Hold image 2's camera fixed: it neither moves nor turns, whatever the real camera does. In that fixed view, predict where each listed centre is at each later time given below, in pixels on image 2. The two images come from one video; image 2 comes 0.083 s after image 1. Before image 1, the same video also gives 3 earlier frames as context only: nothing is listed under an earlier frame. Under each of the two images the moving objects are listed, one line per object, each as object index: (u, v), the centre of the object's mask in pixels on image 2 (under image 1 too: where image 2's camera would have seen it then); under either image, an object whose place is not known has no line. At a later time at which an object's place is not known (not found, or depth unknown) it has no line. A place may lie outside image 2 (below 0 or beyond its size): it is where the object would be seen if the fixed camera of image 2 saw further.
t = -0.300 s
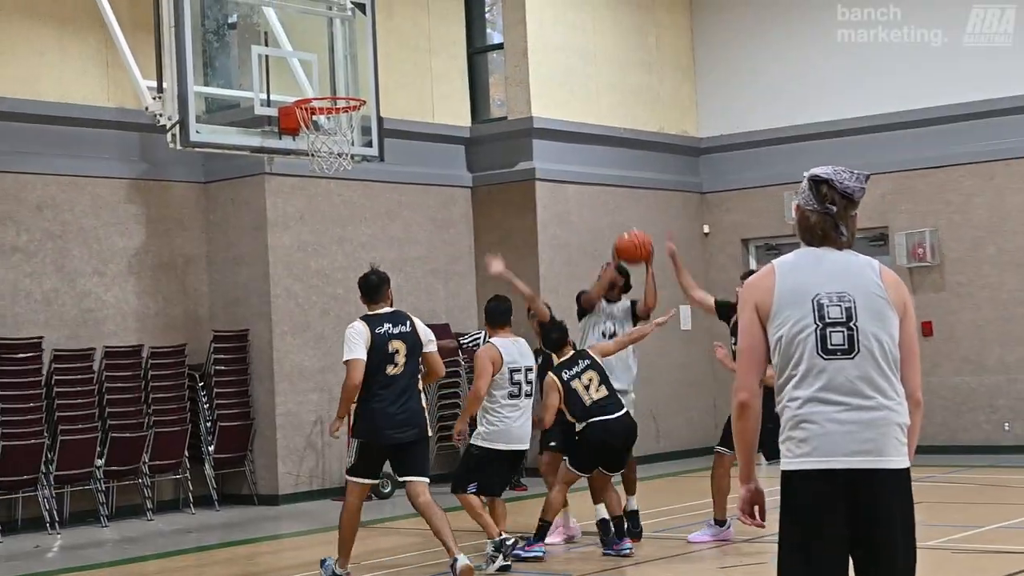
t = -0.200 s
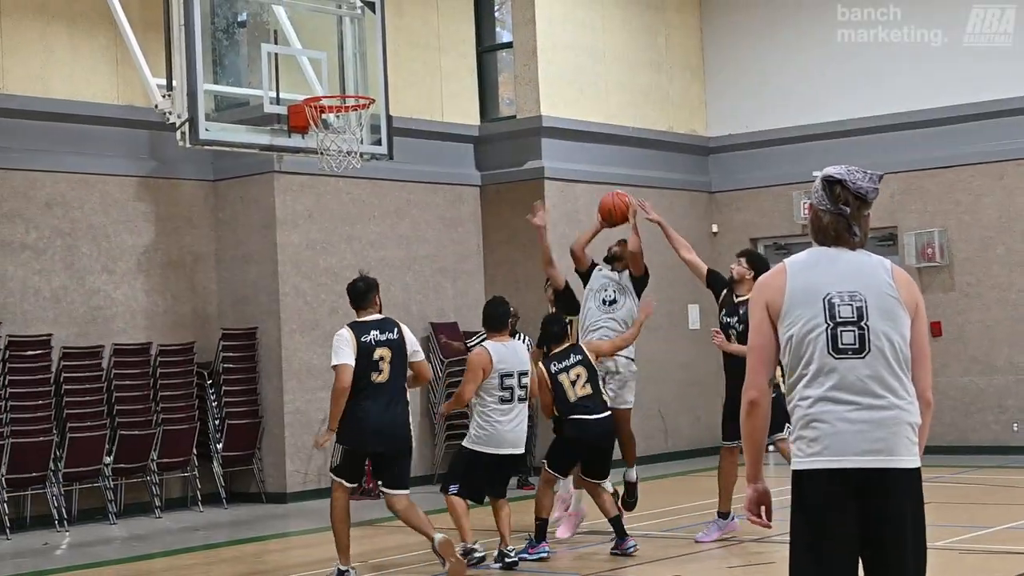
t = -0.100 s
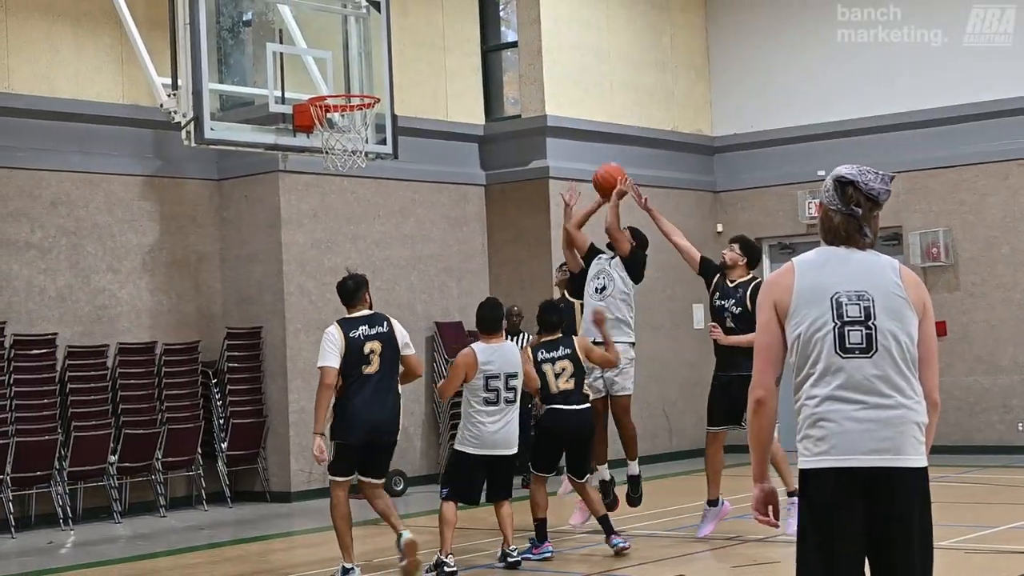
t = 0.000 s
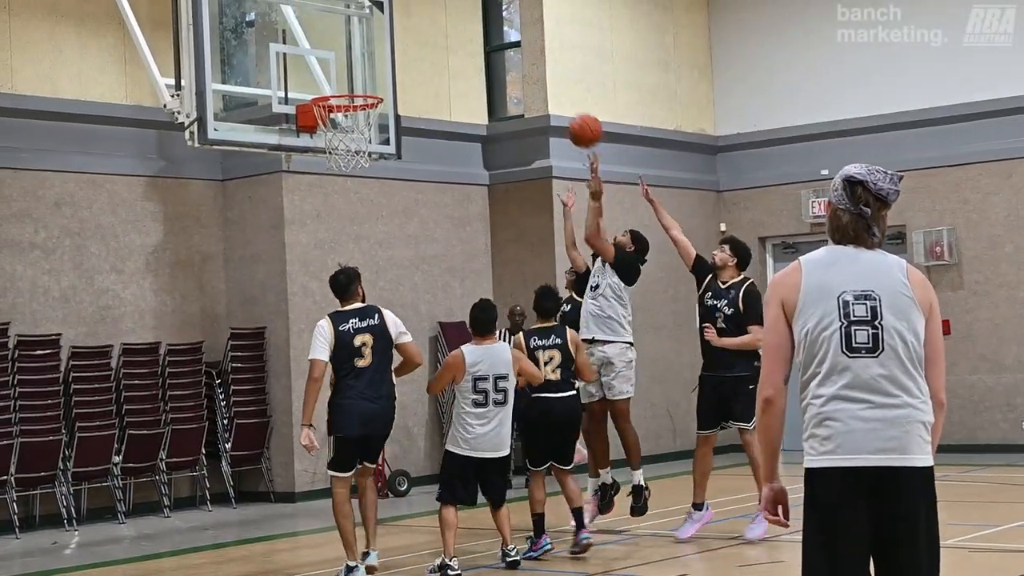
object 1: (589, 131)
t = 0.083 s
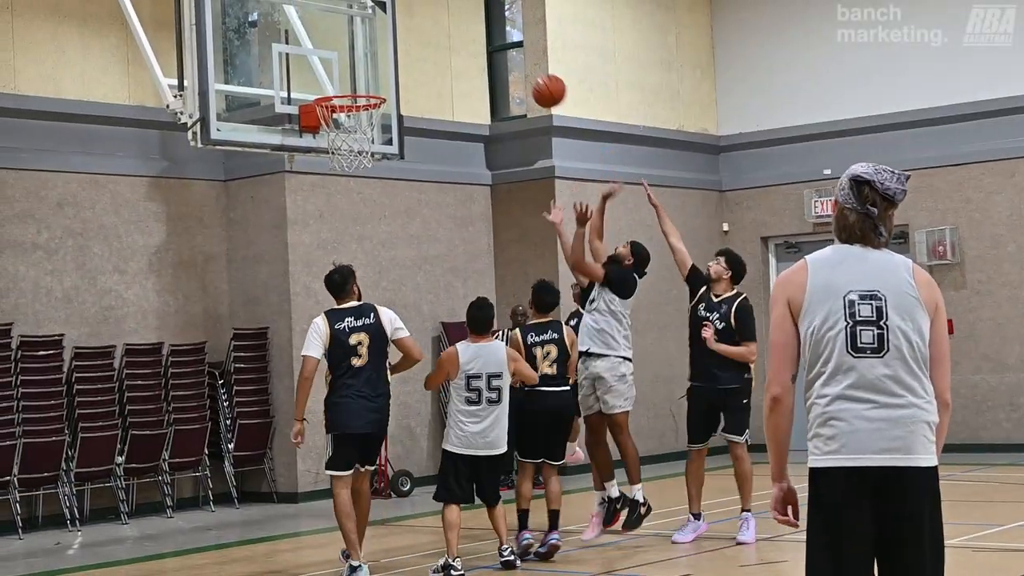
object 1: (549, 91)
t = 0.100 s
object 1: (541, 84)
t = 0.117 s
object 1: (533, 77)
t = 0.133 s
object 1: (526, 72)
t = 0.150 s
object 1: (519, 67)
